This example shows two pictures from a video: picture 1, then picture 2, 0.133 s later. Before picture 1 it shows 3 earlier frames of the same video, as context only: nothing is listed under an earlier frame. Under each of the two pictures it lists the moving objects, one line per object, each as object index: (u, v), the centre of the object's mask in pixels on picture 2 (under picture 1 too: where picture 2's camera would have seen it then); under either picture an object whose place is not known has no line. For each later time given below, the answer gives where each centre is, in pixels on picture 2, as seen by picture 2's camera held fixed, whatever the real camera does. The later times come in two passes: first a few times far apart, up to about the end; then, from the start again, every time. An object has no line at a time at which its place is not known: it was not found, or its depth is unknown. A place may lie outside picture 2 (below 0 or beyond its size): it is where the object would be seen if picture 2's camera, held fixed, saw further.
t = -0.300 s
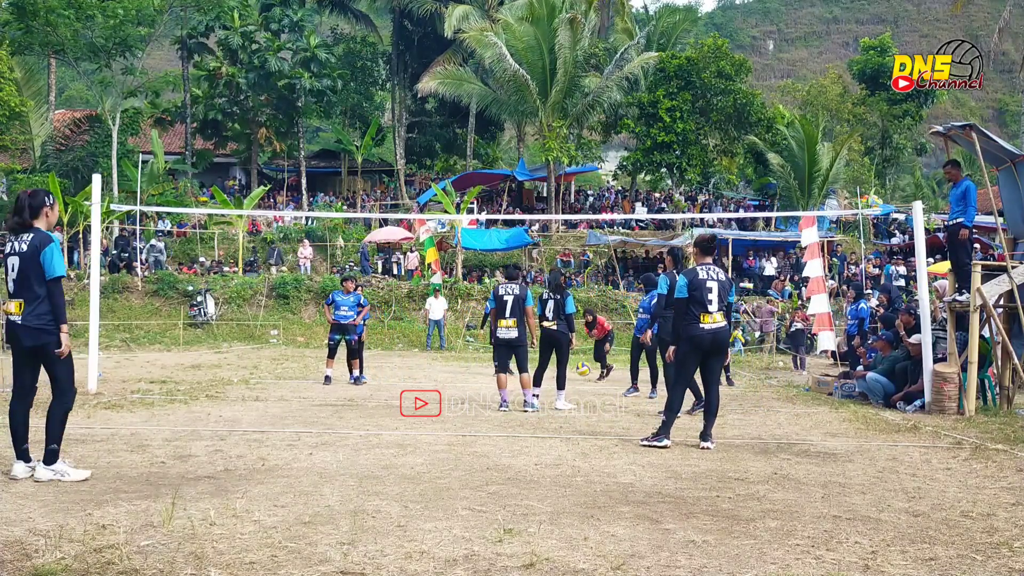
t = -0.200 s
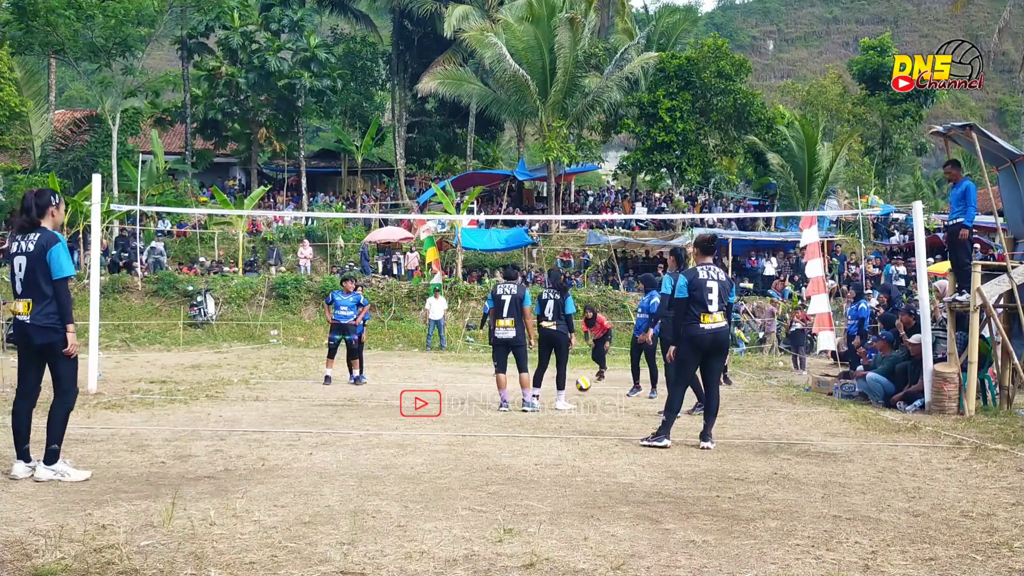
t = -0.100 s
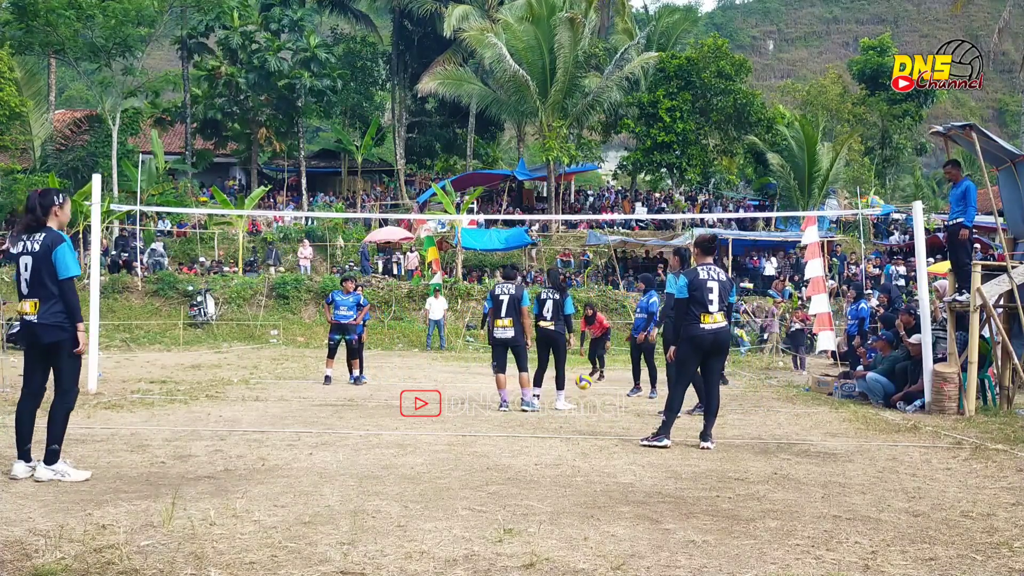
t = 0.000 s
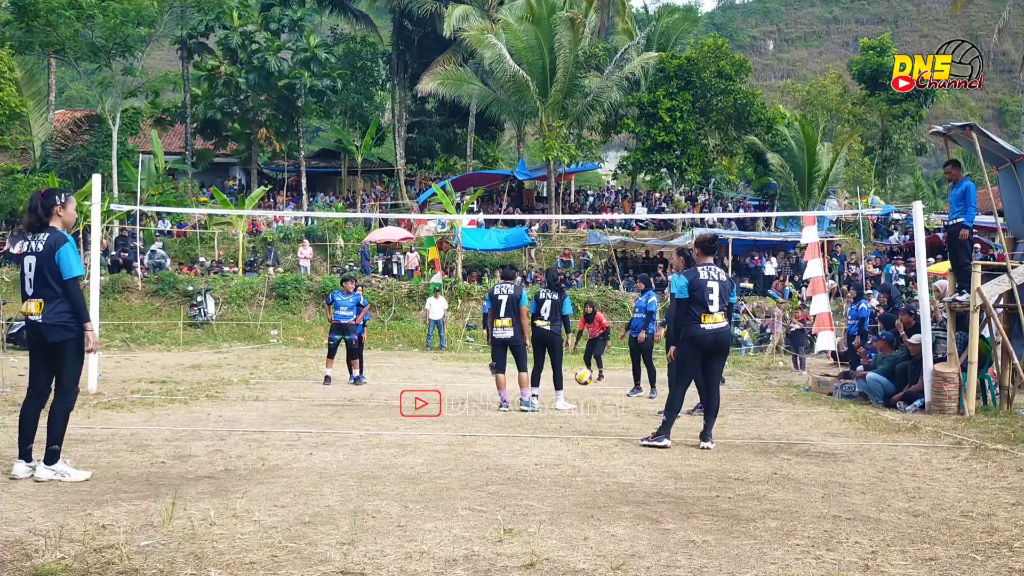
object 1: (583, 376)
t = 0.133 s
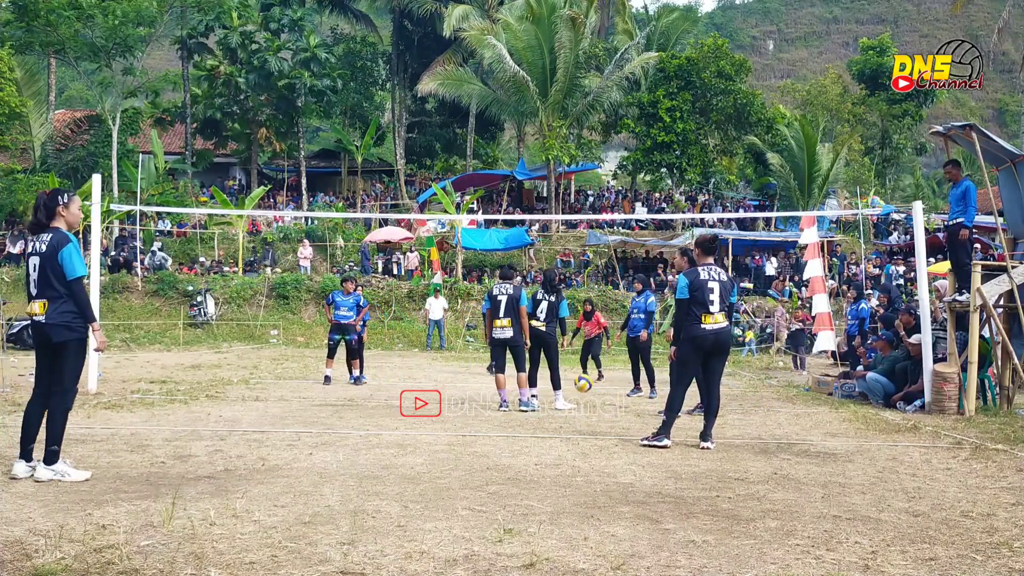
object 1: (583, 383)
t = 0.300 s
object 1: (583, 395)
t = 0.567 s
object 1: (583, 400)
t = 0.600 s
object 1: (583, 406)
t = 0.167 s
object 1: (583, 387)
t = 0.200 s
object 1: (583, 393)
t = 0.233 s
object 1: (583, 400)
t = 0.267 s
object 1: (583, 399)
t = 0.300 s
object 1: (583, 395)
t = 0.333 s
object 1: (583, 391)
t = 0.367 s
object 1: (583, 389)
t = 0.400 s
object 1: (583, 388)
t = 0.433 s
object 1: (583, 388)
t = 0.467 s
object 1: (583, 389)
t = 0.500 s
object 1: (583, 391)
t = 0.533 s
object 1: (583, 395)
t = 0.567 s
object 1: (583, 400)
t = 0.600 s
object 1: (583, 406)
